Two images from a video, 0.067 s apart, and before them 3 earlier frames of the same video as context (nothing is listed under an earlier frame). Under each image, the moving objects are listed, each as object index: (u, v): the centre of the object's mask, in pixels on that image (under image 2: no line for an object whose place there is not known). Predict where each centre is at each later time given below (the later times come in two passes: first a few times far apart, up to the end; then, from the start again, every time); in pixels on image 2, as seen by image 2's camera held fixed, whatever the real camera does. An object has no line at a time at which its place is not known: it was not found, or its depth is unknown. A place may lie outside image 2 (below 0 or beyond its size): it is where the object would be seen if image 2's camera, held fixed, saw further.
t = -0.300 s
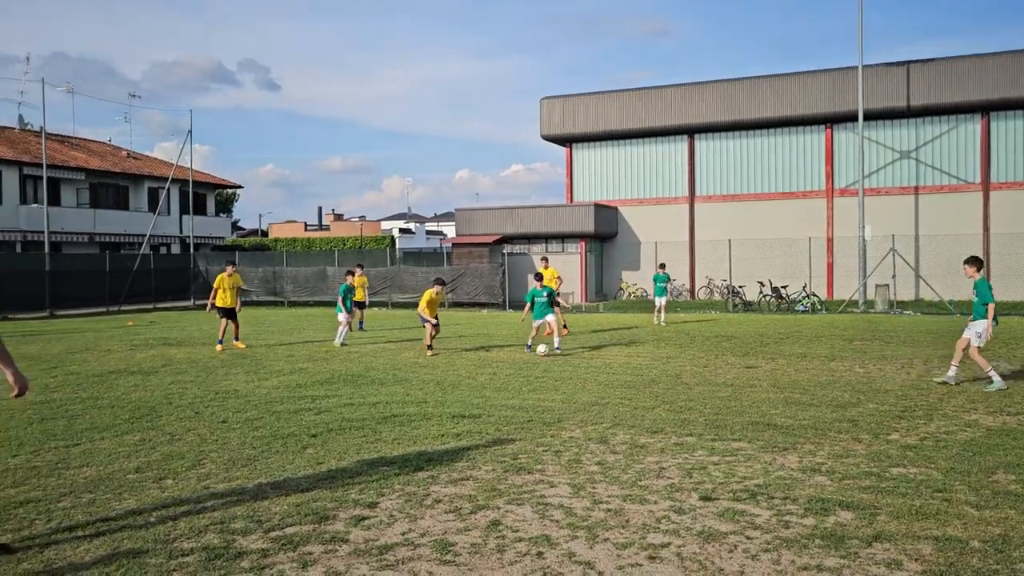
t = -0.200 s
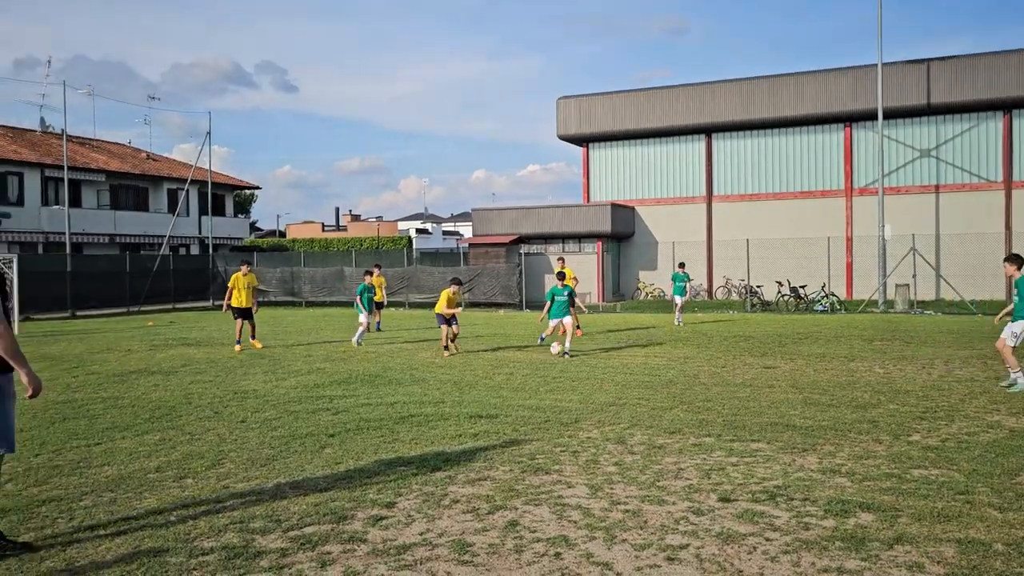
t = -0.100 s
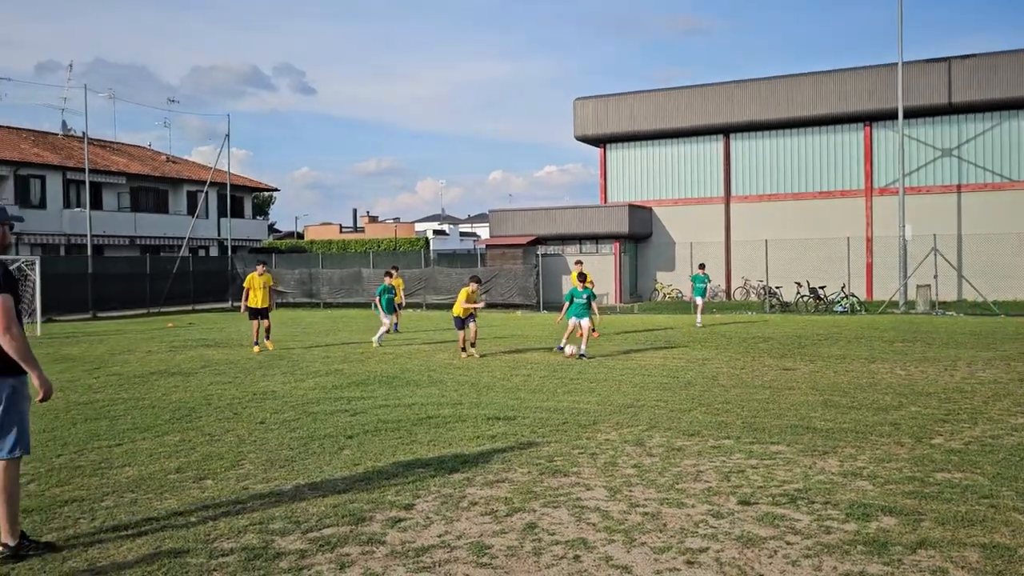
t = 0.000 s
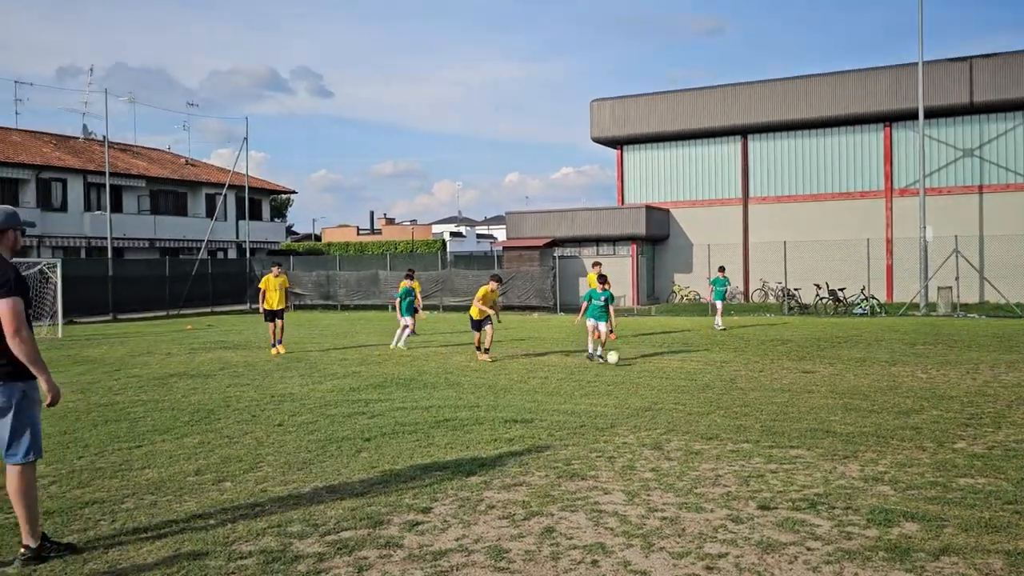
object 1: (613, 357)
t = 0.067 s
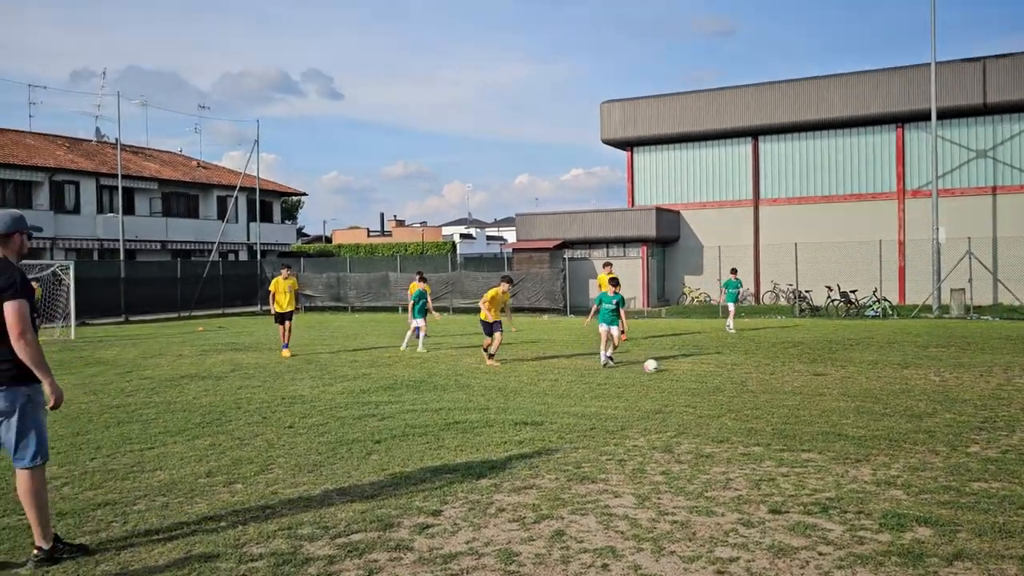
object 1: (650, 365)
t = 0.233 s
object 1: (719, 373)
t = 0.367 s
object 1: (777, 380)
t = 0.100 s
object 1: (664, 366)
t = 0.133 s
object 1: (677, 367)
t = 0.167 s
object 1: (691, 369)
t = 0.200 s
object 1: (705, 371)
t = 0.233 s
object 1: (719, 373)
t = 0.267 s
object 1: (734, 373)
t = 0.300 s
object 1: (748, 376)
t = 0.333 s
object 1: (763, 378)
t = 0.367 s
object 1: (777, 380)
